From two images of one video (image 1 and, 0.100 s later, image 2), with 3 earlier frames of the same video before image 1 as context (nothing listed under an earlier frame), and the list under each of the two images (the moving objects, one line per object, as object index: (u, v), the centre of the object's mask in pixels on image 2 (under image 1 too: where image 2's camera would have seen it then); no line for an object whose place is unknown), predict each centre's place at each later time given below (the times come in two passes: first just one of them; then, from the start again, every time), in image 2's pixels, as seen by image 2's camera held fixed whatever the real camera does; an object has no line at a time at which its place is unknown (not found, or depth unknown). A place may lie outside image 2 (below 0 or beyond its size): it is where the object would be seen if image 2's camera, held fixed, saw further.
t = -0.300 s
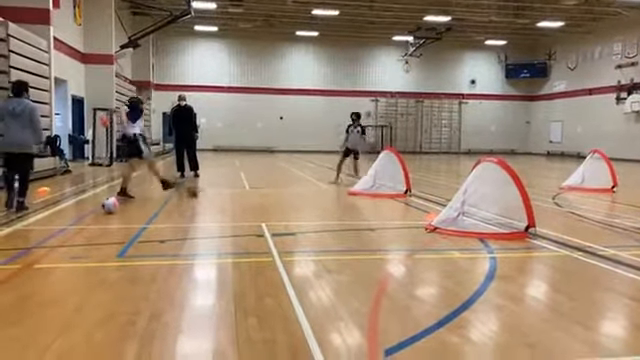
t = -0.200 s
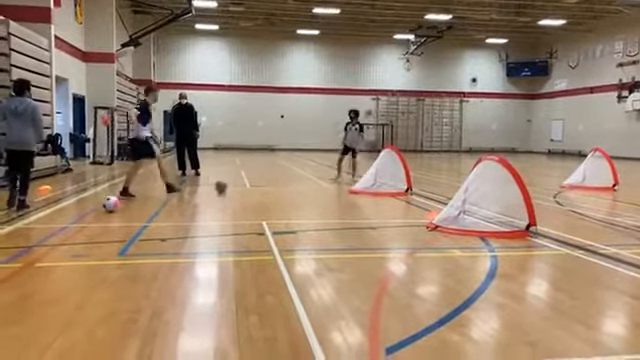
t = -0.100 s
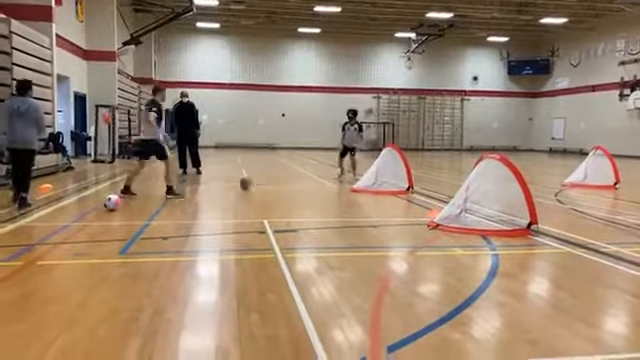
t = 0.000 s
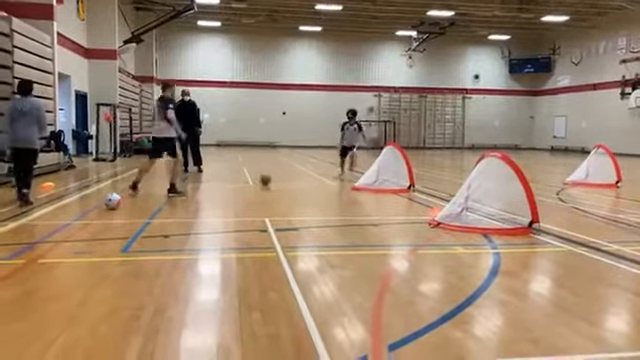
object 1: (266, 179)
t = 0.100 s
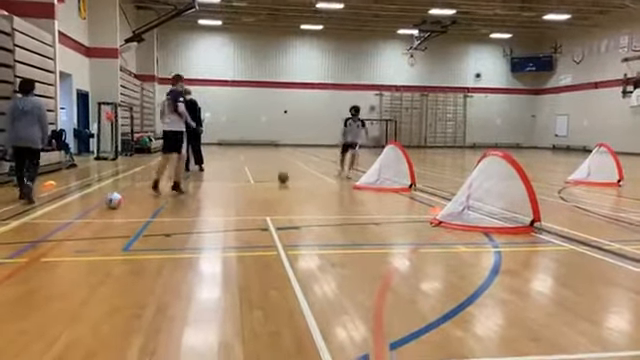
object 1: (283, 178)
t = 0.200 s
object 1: (297, 177)
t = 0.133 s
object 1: (288, 178)
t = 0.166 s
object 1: (293, 177)
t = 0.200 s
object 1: (297, 177)
